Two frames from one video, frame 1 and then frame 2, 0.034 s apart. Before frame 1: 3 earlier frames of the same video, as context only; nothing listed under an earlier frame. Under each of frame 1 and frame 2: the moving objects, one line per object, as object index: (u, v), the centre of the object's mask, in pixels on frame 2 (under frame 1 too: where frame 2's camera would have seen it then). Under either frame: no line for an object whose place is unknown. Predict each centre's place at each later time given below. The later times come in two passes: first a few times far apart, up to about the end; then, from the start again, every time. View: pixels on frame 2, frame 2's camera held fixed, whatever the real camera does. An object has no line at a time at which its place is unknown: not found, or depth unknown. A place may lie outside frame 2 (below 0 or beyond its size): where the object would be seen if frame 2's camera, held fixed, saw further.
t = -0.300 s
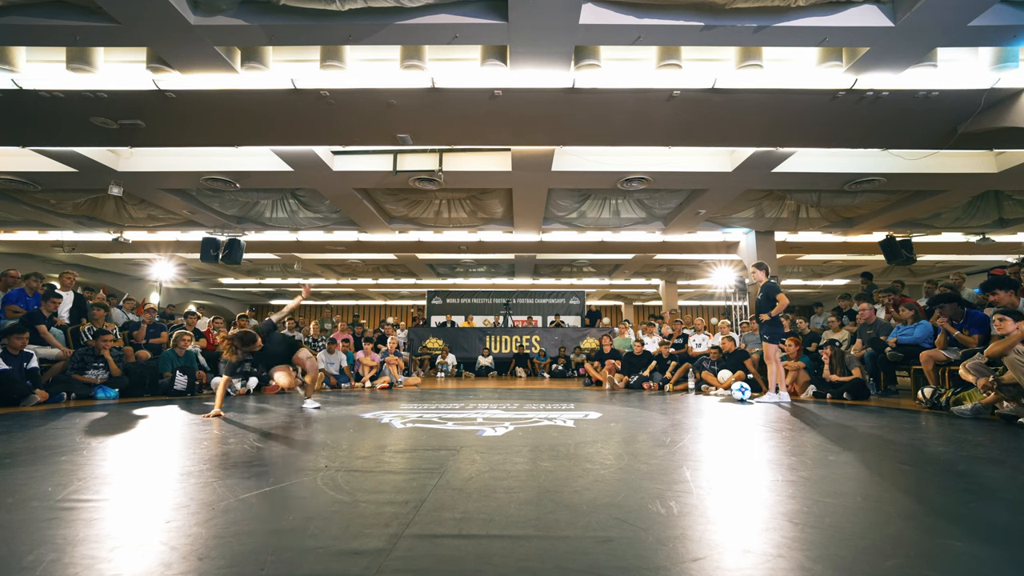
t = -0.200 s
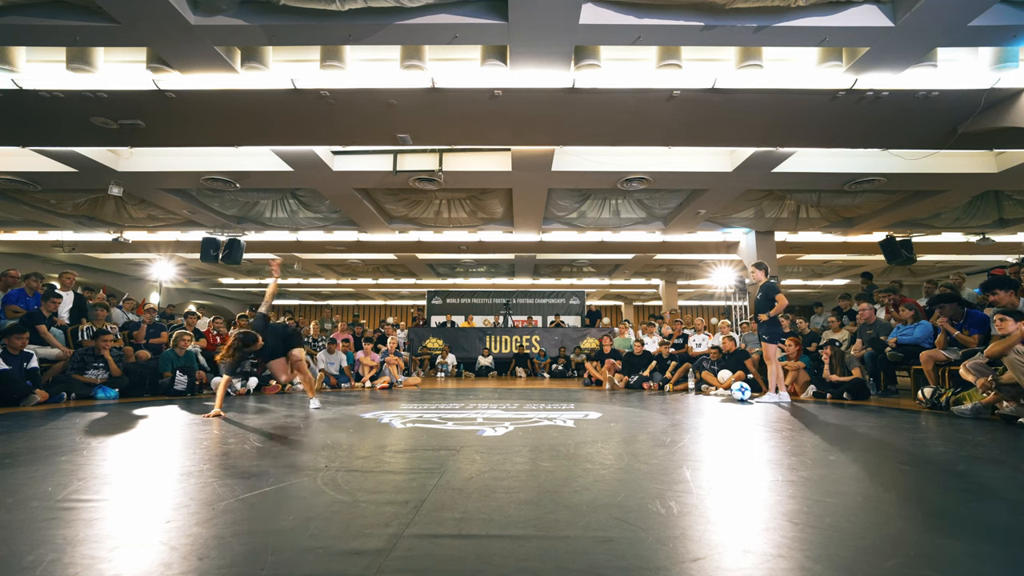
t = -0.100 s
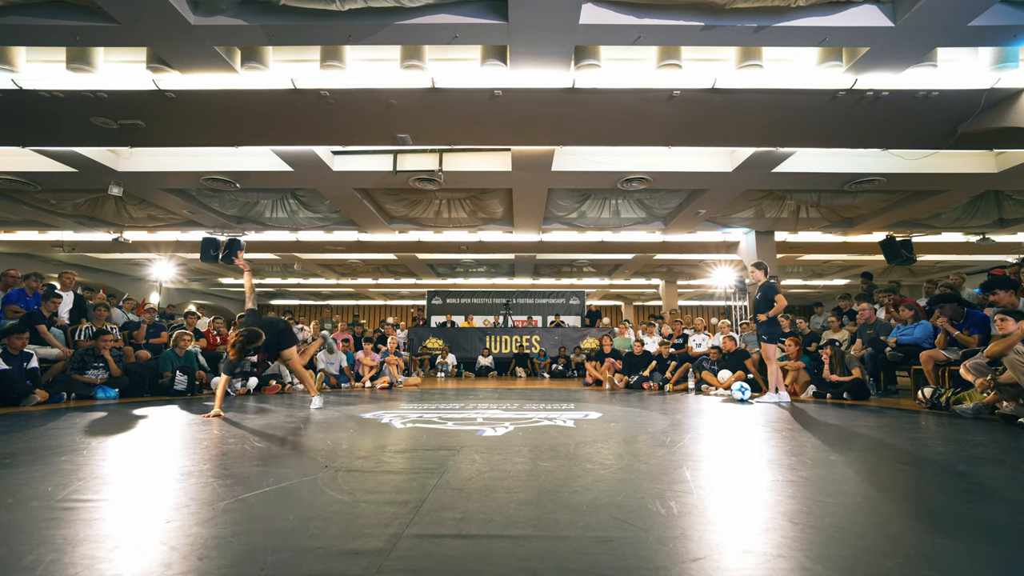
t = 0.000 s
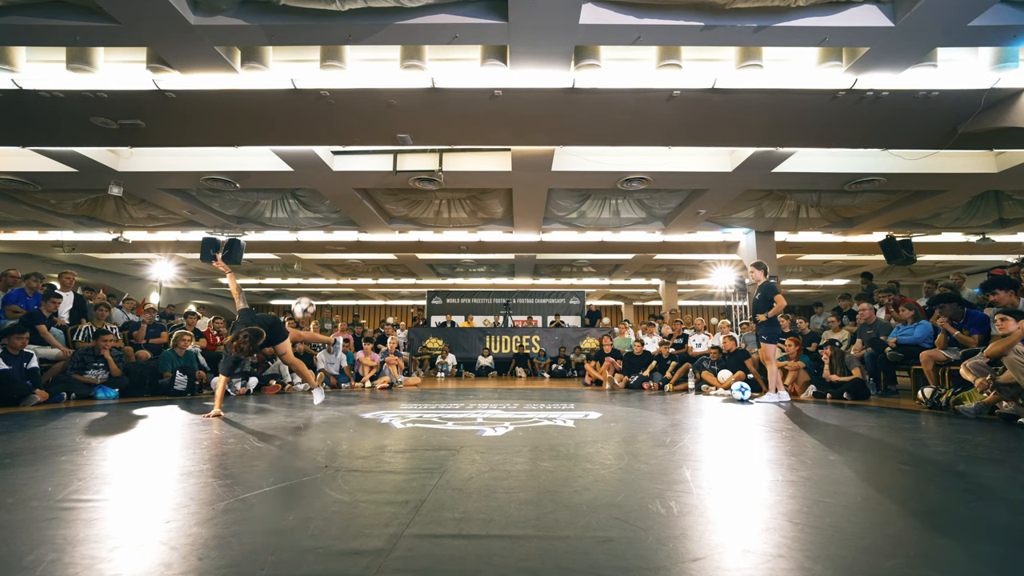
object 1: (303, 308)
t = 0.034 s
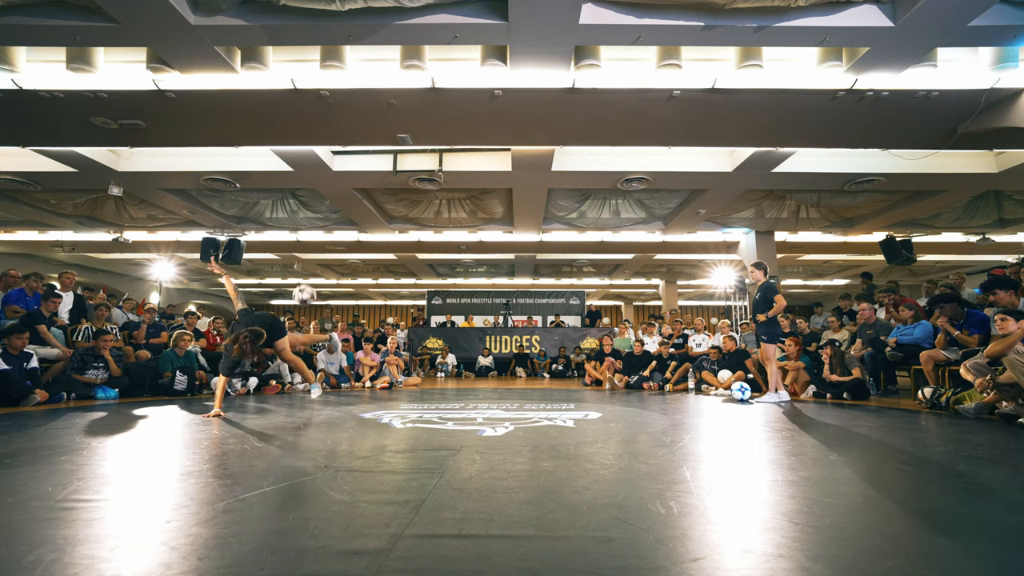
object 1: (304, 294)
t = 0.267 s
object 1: (308, 235)
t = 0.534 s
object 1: (308, 228)
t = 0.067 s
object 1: (305, 283)
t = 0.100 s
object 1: (305, 272)
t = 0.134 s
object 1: (306, 263)
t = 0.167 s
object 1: (306, 255)
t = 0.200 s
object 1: (307, 248)
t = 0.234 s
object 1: (308, 241)
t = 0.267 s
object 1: (308, 235)
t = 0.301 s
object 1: (308, 231)
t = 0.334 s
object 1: (309, 227)
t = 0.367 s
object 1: (309, 224)
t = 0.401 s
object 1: (309, 223)
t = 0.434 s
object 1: (309, 223)
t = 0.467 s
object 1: (309, 223)
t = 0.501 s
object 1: (309, 225)
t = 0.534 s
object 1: (308, 228)
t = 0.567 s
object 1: (308, 231)
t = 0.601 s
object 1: (308, 236)
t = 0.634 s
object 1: (307, 242)
